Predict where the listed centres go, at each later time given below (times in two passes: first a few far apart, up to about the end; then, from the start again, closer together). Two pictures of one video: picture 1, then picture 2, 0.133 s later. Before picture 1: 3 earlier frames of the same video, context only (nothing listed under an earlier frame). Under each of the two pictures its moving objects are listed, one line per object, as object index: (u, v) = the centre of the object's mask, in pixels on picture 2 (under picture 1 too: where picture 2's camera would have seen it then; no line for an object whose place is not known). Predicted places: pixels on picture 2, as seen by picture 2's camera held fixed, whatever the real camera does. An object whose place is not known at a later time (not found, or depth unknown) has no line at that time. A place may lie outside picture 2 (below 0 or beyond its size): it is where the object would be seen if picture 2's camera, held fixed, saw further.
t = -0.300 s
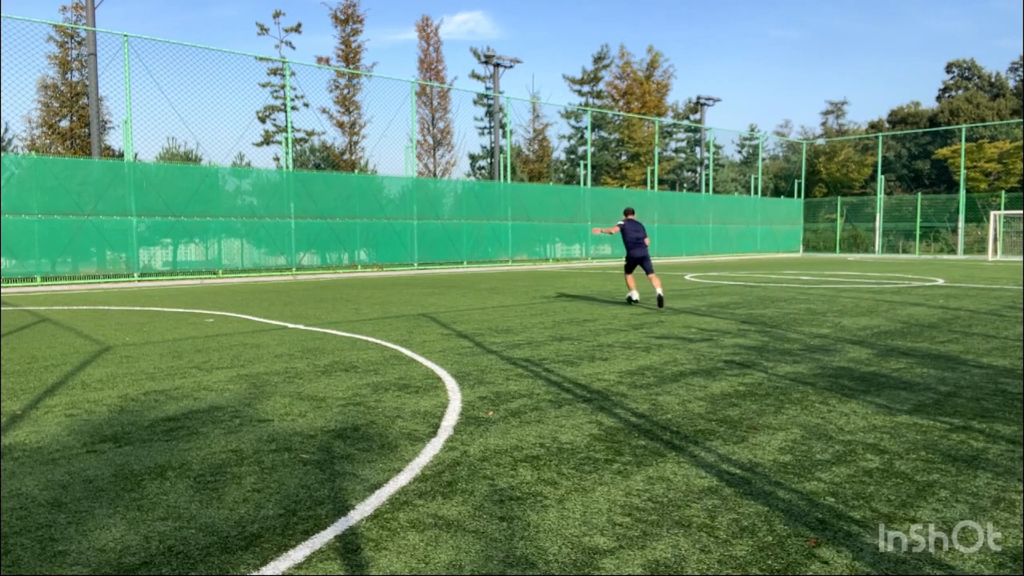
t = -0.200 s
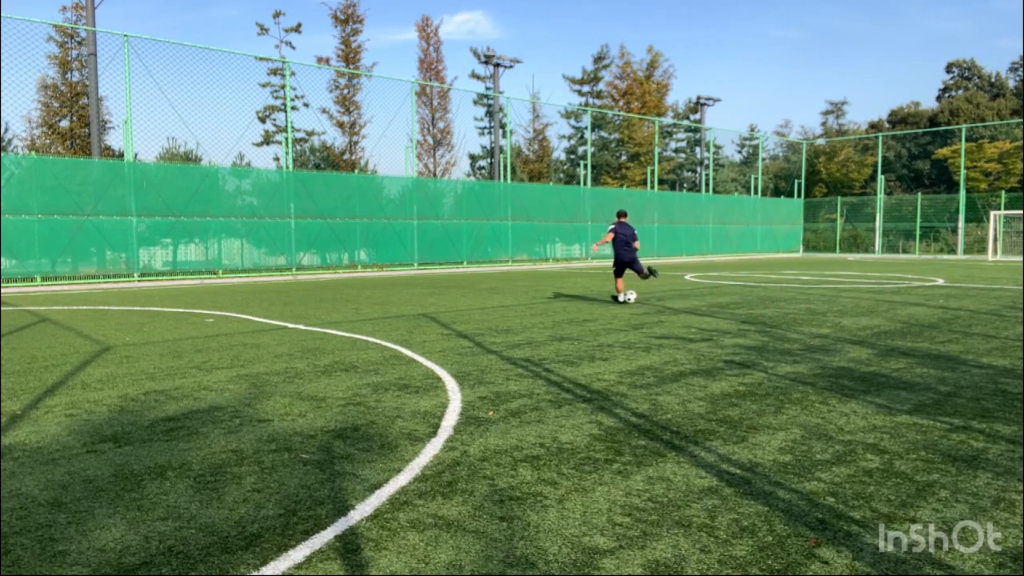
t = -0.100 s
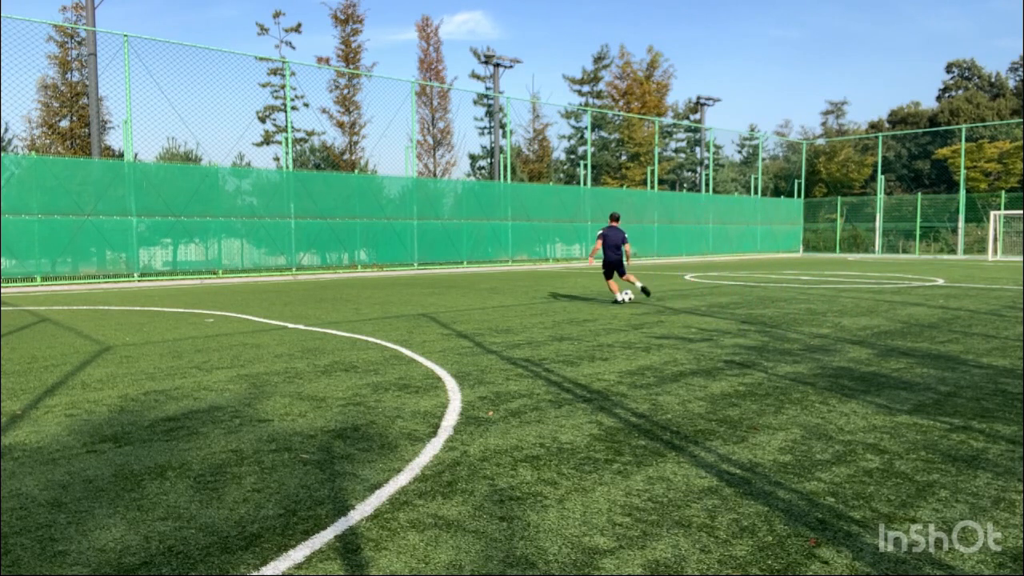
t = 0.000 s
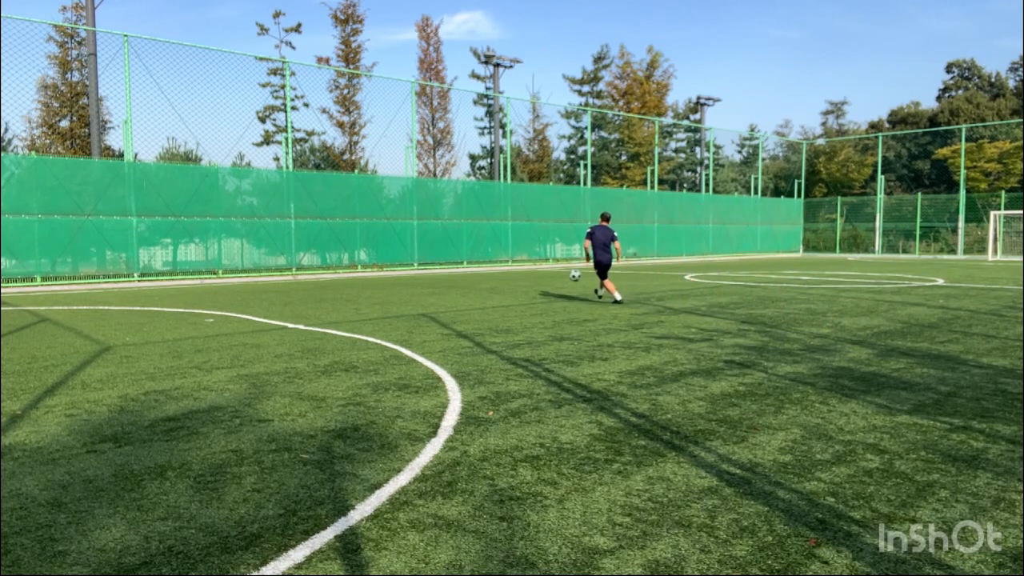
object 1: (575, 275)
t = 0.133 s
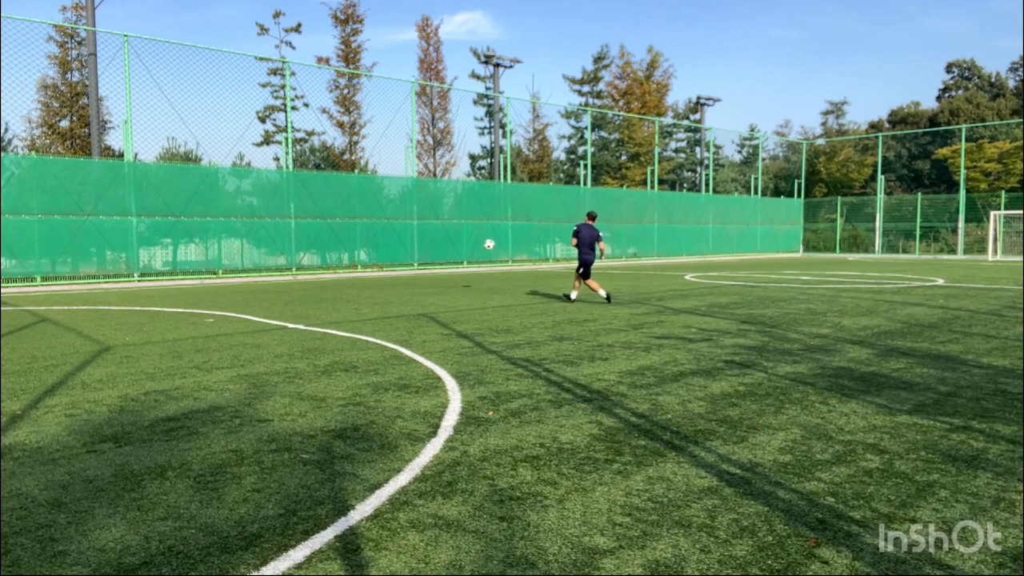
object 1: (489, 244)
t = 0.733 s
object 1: (253, 213)
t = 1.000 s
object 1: (276, 226)
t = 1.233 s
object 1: (298, 260)
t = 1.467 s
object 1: (315, 258)
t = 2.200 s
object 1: (363, 273)
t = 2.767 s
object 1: (396, 261)
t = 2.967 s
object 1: (408, 280)
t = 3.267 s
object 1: (426, 268)
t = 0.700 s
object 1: (258, 212)
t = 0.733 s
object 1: (253, 213)
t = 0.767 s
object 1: (255, 213)
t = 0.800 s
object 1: (259, 213)
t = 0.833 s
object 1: (261, 214)
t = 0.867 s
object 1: (264, 216)
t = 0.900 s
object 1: (267, 217)
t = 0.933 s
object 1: (270, 220)
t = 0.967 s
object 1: (273, 223)
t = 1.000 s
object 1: (276, 226)
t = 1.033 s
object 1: (279, 229)
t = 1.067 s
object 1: (282, 233)
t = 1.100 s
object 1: (285, 238)
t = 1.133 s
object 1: (288, 243)
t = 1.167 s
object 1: (291, 248)
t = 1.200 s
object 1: (294, 254)
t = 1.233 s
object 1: (298, 260)
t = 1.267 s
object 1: (300, 267)
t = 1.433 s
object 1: (313, 263)
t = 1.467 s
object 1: (315, 258)
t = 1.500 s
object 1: (317, 254)
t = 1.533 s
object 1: (319, 251)
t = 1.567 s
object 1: (321, 248)
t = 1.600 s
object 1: (323, 245)
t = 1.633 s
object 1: (325, 243)
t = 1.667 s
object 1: (327, 242)
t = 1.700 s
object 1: (329, 240)
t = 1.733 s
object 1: (331, 239)
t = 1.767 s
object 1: (334, 239)
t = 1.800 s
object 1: (336, 239)
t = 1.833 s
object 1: (338, 239)
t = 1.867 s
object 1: (340, 241)
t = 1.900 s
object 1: (343, 241)
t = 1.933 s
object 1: (345, 243)
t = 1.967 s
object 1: (347, 245)
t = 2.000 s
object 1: (349, 248)
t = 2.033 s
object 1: (352, 251)
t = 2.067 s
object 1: (354, 254)
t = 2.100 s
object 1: (356, 258)
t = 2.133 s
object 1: (358, 263)
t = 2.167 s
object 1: (360, 267)
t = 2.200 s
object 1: (363, 273)
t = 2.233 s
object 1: (364, 279)
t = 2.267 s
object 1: (367, 277)
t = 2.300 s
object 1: (369, 272)
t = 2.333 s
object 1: (371, 268)
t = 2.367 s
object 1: (372, 266)
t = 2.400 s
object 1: (374, 263)
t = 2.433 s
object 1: (376, 260)
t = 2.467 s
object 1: (378, 259)
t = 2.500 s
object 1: (380, 257)
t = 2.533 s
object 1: (382, 256)
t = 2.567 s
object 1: (384, 255)
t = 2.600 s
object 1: (386, 255)
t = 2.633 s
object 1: (388, 255)
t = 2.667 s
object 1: (390, 256)
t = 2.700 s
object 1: (392, 257)
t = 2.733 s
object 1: (394, 259)
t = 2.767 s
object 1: (396, 261)
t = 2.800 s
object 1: (398, 263)
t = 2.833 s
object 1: (400, 266)
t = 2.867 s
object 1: (402, 270)
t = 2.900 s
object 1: (404, 274)
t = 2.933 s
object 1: (406, 278)
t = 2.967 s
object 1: (408, 280)
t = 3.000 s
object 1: (410, 278)
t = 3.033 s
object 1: (412, 275)
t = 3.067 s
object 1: (414, 272)
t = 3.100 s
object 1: (416, 270)
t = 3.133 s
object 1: (418, 269)
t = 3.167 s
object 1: (419, 267)
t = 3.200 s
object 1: (422, 267)
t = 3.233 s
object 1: (424, 267)
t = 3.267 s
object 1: (426, 268)
